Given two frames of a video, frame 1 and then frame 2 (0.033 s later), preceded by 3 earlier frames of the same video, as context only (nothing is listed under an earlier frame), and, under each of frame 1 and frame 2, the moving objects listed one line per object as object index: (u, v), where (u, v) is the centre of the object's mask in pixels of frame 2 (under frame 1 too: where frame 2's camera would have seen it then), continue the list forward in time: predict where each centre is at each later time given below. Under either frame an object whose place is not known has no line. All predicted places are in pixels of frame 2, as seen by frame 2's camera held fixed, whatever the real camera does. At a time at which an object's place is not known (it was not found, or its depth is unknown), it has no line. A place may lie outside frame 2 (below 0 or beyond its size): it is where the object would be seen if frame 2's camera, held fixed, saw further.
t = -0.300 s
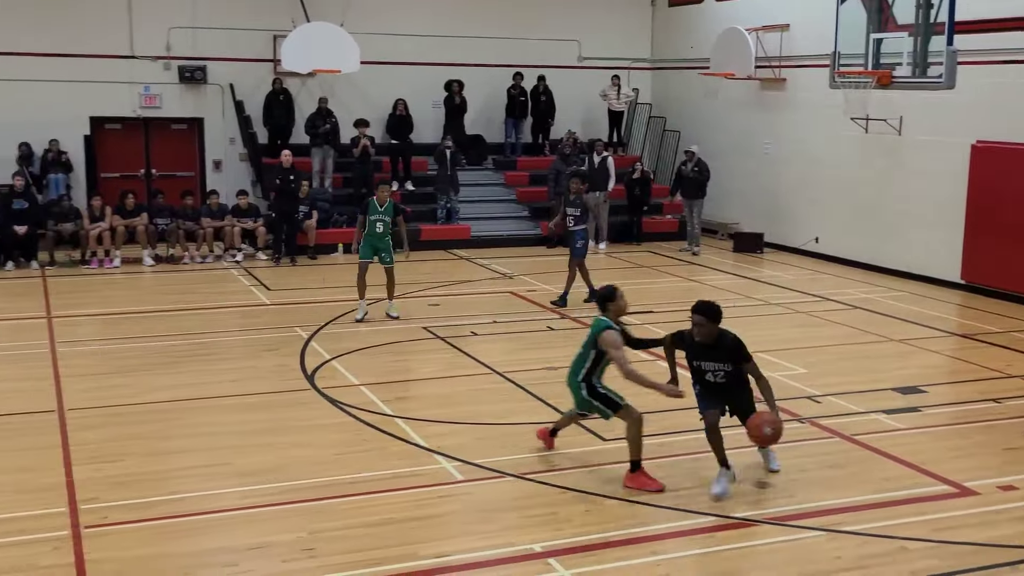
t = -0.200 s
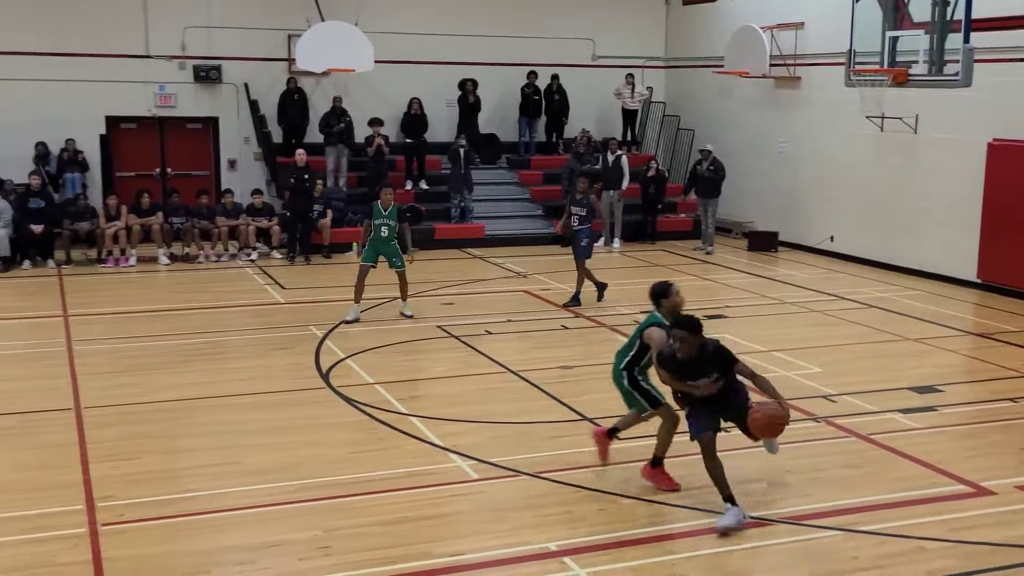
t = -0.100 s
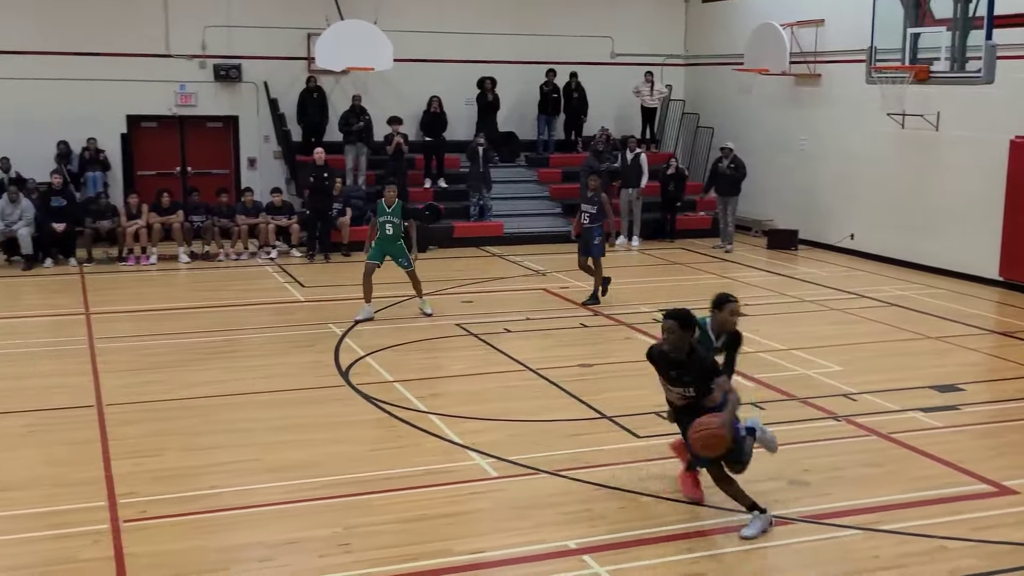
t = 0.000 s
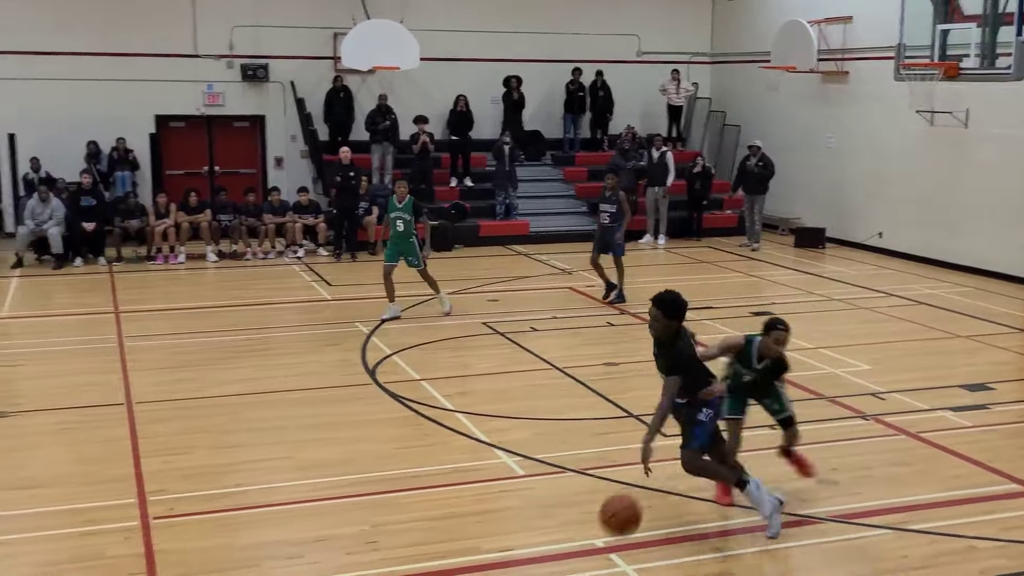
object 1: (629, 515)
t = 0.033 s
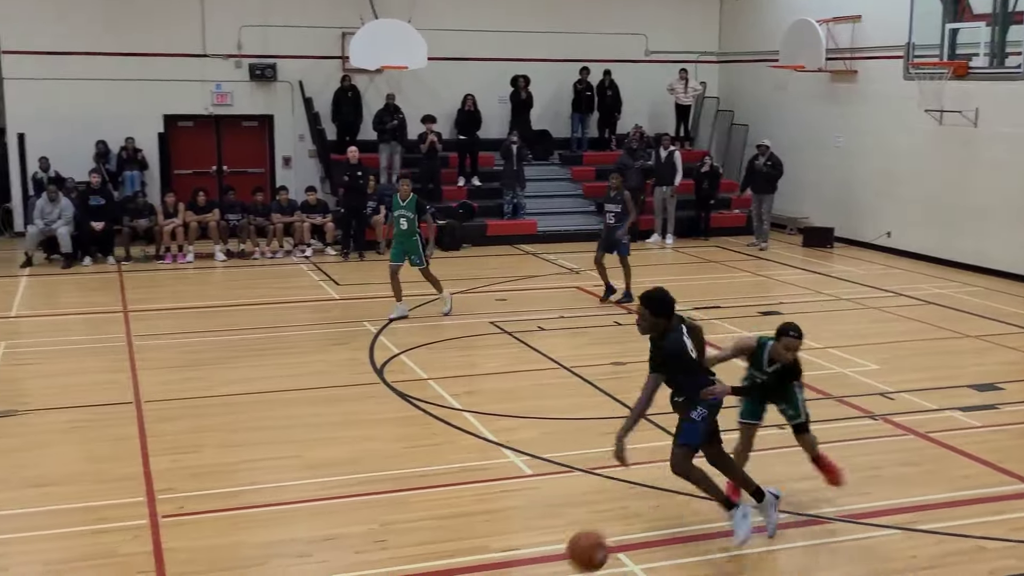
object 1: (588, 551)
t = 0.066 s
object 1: (552, 565)
